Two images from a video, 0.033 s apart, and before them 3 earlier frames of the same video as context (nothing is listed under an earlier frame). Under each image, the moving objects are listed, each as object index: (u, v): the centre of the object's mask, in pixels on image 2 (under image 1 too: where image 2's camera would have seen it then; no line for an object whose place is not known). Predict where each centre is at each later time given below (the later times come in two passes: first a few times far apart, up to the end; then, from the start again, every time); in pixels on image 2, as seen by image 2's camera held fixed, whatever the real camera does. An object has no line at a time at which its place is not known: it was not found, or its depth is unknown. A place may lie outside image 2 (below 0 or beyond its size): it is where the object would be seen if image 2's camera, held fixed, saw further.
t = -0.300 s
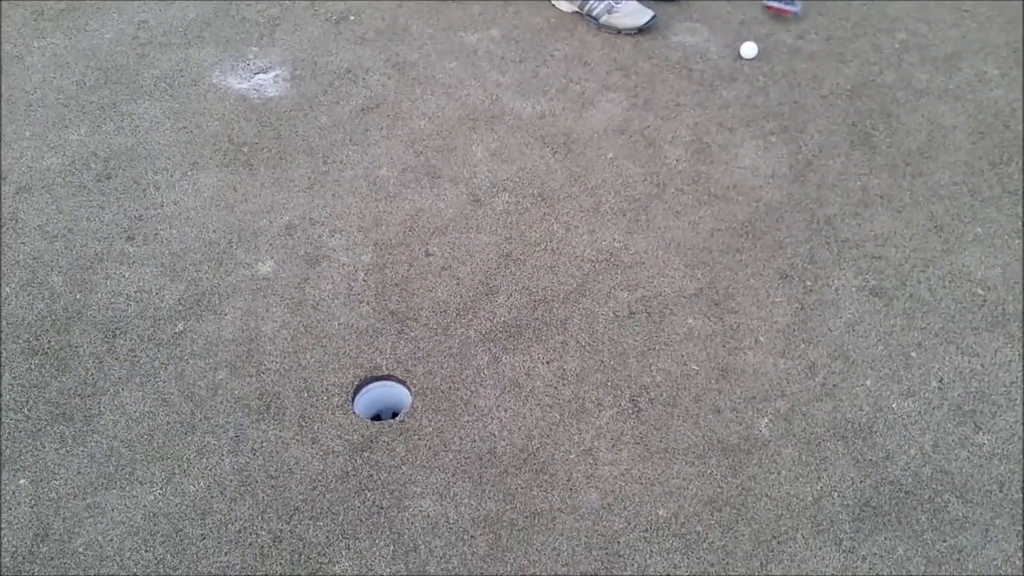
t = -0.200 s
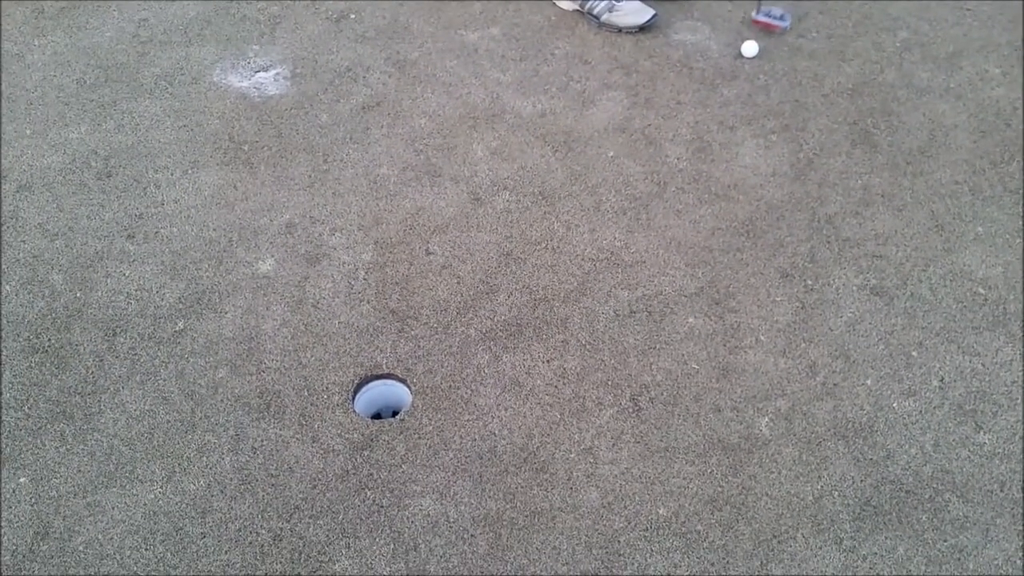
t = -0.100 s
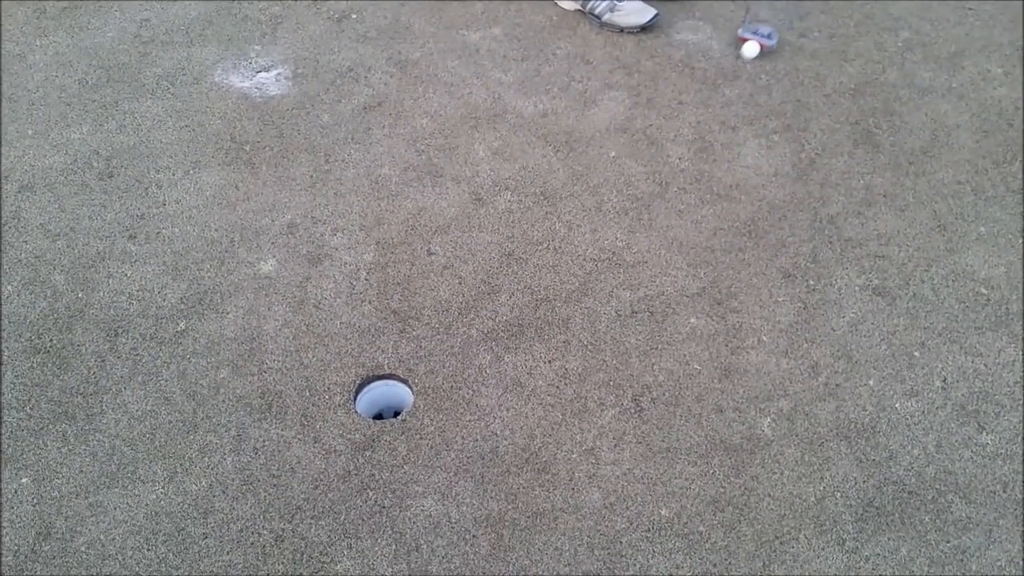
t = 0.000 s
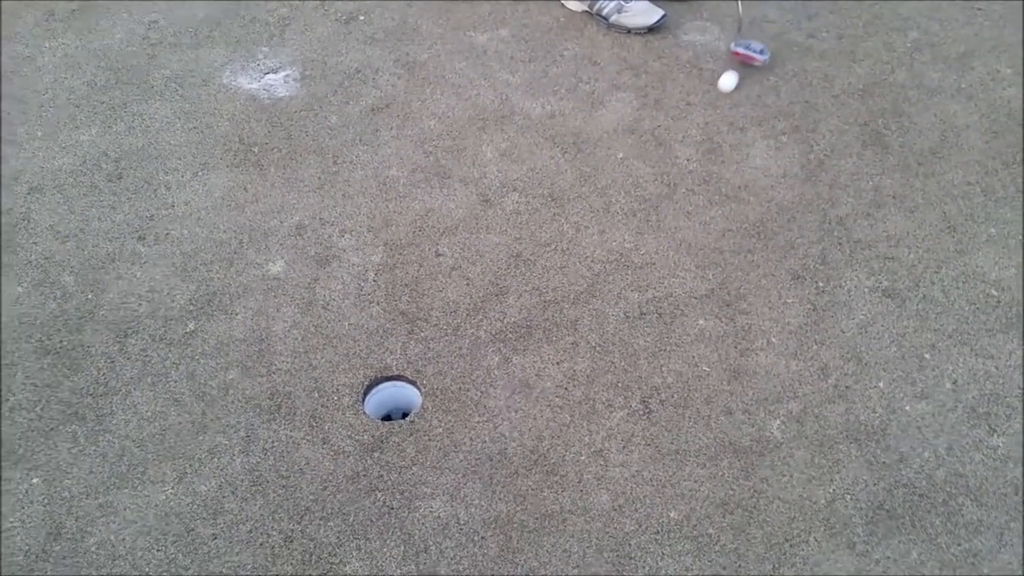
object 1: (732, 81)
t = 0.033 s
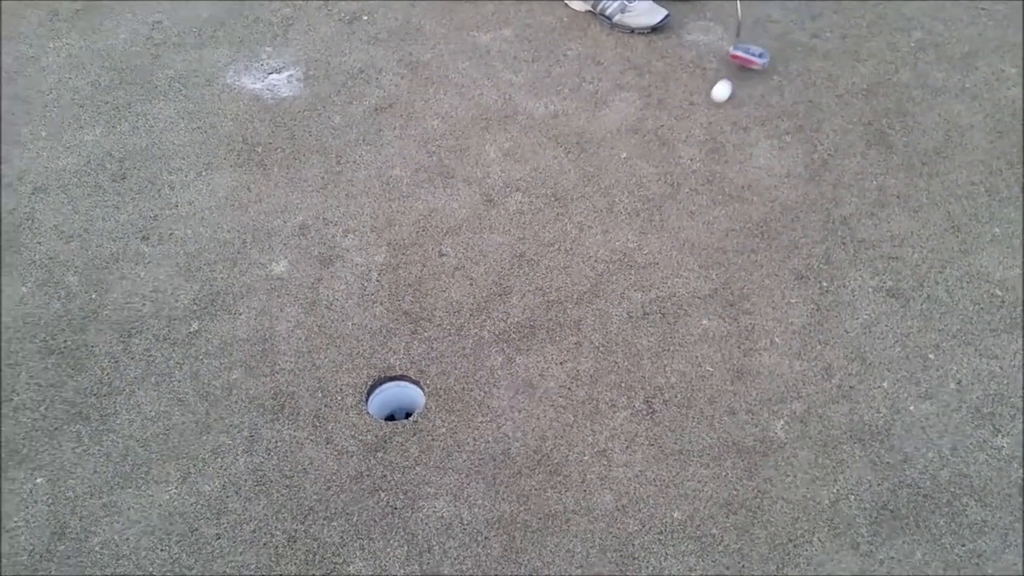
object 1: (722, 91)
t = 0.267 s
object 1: (659, 152)
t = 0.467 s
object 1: (604, 201)
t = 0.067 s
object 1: (712, 99)
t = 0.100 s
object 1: (703, 109)
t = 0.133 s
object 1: (695, 117)
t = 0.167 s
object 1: (686, 127)
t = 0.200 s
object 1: (677, 135)
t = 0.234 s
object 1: (668, 143)
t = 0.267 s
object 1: (659, 152)
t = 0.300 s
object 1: (650, 160)
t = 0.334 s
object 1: (640, 168)
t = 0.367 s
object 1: (632, 176)
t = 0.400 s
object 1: (623, 185)
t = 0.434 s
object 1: (613, 193)
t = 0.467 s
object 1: (604, 201)
